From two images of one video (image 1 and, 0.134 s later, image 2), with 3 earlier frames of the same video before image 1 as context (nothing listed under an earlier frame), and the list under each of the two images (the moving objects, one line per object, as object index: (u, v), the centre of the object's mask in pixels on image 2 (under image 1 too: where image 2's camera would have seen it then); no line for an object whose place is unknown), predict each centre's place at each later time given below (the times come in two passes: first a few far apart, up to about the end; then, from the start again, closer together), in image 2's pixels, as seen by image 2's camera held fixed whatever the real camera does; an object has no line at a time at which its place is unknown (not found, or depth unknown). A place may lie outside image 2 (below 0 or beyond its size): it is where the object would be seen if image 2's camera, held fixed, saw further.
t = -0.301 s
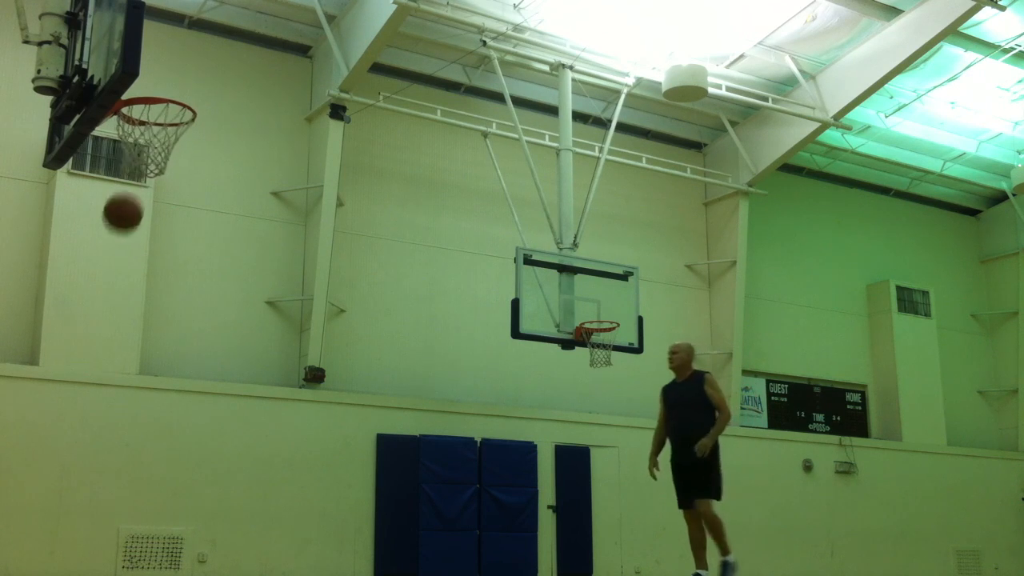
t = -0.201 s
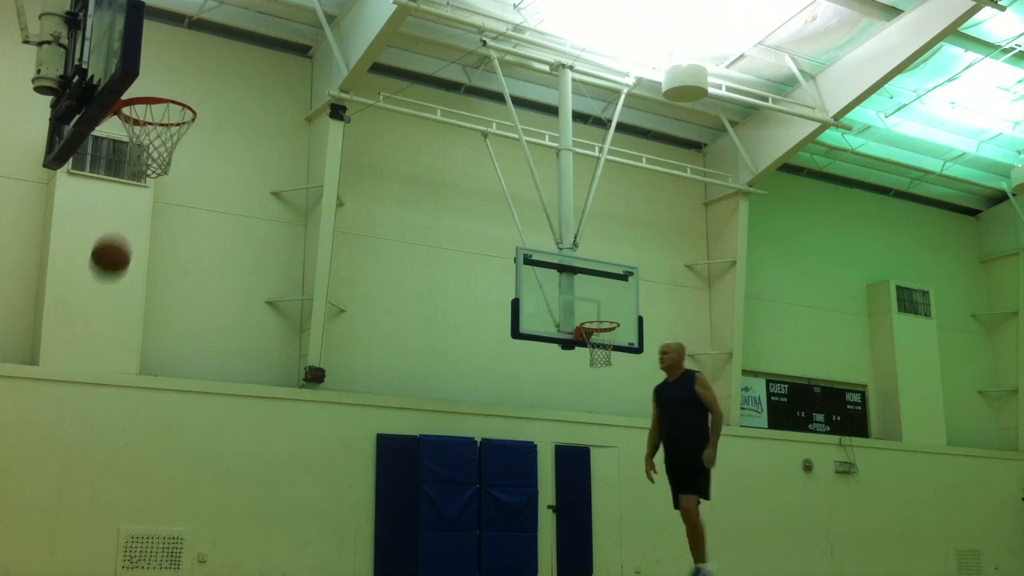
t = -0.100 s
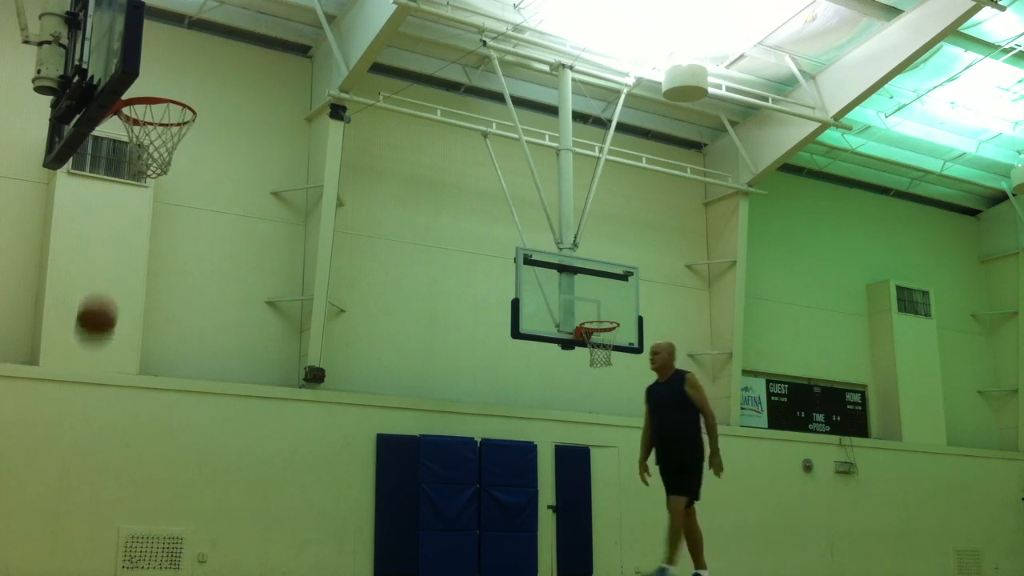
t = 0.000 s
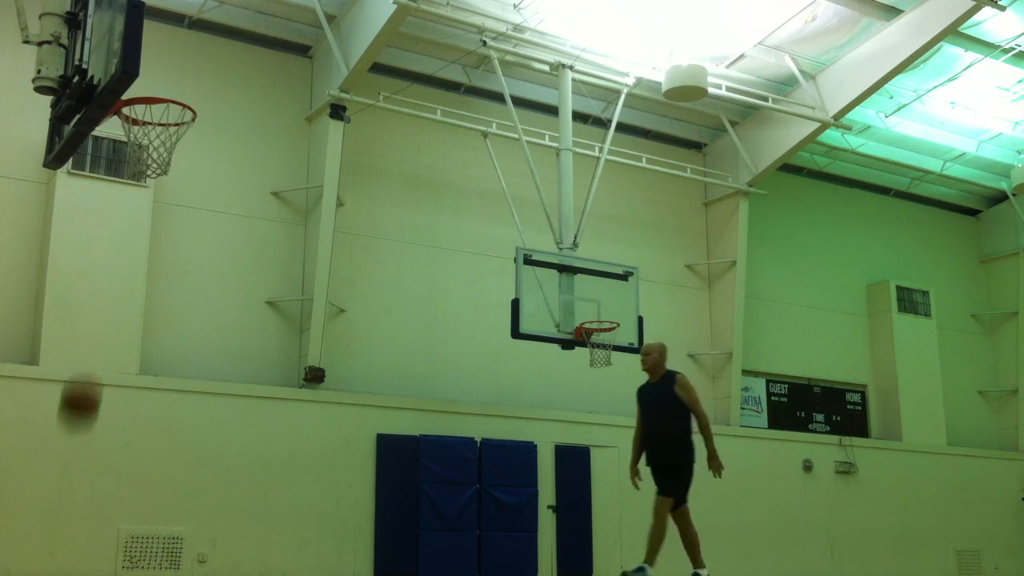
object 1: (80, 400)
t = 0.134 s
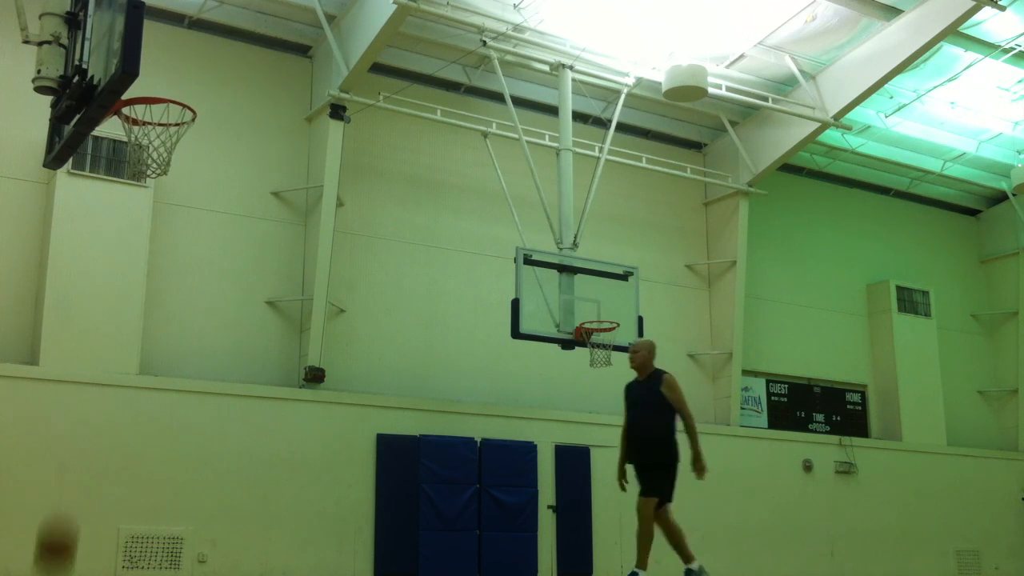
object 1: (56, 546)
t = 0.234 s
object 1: (57, 516)
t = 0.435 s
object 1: (70, 398)
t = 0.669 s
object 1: (77, 340)
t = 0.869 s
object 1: (78, 360)
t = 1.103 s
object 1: (71, 478)
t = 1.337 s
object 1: (69, 500)
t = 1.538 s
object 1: (73, 434)
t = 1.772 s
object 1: (70, 447)
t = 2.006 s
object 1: (58, 560)
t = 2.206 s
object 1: (63, 494)
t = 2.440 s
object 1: (64, 488)
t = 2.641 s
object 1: (57, 560)
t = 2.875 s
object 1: (63, 511)
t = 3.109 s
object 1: (61, 553)
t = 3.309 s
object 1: (64, 531)
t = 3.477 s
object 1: (64, 547)
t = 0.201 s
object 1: (55, 540)
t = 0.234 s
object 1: (57, 516)
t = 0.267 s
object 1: (59, 492)
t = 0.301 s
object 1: (62, 469)
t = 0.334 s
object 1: (64, 449)
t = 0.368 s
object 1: (66, 430)
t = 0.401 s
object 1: (68, 413)
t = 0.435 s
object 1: (70, 398)
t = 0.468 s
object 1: (71, 384)
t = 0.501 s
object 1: (73, 372)
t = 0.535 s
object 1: (74, 362)
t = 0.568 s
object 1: (75, 354)
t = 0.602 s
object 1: (76, 348)
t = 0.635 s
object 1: (77, 342)
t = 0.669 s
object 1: (77, 340)
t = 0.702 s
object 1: (78, 338)
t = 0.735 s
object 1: (78, 339)
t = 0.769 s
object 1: (78, 341)
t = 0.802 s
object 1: (78, 346)
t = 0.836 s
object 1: (78, 352)
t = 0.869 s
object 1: (78, 360)
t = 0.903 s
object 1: (77, 371)
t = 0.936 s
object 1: (77, 383)
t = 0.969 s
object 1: (76, 397)
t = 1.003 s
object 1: (75, 415)
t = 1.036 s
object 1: (74, 434)
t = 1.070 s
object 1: (72, 455)
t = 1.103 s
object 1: (71, 478)
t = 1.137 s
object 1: (68, 507)
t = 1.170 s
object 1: (67, 533)
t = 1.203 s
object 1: (65, 557)
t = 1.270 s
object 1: (67, 537)
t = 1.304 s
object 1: (68, 518)
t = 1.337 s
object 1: (69, 500)
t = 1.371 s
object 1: (70, 484)
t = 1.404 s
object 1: (71, 470)
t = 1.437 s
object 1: (72, 458)
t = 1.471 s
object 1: (73, 448)
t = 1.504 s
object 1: (73, 440)
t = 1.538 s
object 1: (73, 434)
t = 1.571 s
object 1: (73, 430)
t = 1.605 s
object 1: (73, 427)
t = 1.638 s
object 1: (73, 427)
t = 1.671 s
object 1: (72, 429)
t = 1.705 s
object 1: (72, 432)
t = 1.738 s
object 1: (71, 438)
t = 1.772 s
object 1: (70, 447)
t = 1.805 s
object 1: (68, 457)
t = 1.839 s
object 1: (67, 469)
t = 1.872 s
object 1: (65, 484)
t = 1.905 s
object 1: (64, 501)
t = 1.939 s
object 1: (62, 519)
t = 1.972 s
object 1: (60, 543)
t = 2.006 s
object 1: (58, 560)
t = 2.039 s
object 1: (57, 556)
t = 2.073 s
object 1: (59, 542)
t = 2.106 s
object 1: (60, 528)
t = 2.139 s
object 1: (61, 515)
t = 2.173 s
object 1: (62, 504)
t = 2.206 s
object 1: (63, 494)
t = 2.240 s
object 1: (64, 487)
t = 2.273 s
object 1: (64, 482)
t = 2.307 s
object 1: (65, 479)
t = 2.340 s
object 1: (65, 478)
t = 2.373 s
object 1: (64, 479)
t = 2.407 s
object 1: (64, 483)
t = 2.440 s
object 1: (64, 488)
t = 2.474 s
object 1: (63, 496)
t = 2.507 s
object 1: (62, 506)
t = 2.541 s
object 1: (62, 519)
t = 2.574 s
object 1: (60, 534)
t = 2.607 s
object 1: (58, 549)
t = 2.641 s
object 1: (57, 560)
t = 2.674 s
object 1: (59, 556)
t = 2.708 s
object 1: (60, 547)
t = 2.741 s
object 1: (60, 535)
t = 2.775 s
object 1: (61, 526)
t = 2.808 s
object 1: (63, 519)
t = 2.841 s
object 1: (63, 514)
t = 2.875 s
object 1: (63, 511)
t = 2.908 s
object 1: (63, 511)
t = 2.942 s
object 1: (63, 513)
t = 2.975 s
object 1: (63, 517)
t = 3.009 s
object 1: (63, 523)
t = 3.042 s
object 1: (63, 533)
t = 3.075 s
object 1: (61, 544)
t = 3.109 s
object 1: (61, 553)
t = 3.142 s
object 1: (62, 560)
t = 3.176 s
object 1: (61, 555)
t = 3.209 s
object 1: (63, 548)
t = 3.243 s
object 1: (63, 541)
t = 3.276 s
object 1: (64, 534)
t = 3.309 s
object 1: (64, 531)
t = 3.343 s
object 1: (65, 529)
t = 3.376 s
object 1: (65, 530)
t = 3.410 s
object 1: (65, 534)
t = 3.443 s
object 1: (65, 539)
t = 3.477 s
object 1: (64, 547)
